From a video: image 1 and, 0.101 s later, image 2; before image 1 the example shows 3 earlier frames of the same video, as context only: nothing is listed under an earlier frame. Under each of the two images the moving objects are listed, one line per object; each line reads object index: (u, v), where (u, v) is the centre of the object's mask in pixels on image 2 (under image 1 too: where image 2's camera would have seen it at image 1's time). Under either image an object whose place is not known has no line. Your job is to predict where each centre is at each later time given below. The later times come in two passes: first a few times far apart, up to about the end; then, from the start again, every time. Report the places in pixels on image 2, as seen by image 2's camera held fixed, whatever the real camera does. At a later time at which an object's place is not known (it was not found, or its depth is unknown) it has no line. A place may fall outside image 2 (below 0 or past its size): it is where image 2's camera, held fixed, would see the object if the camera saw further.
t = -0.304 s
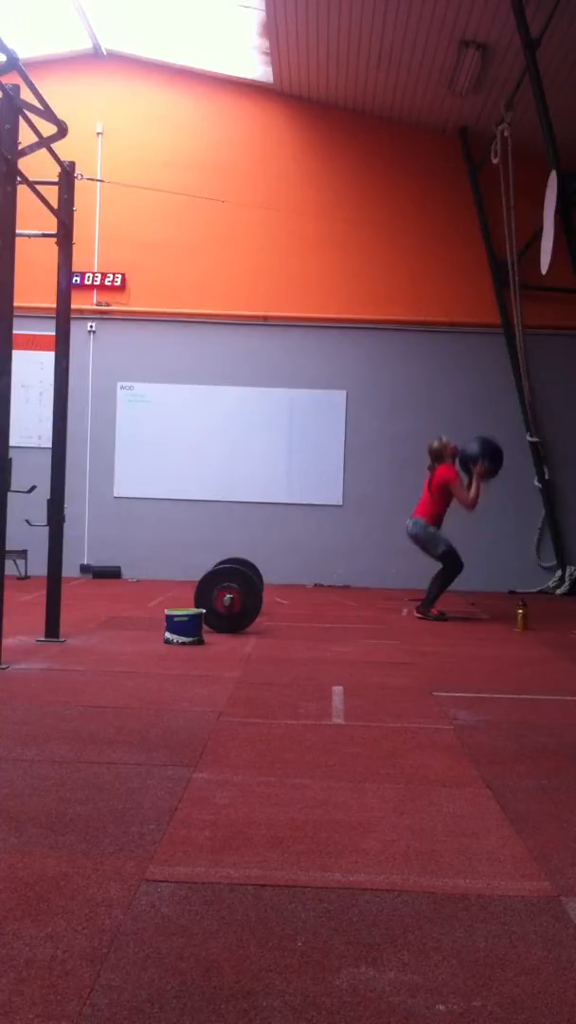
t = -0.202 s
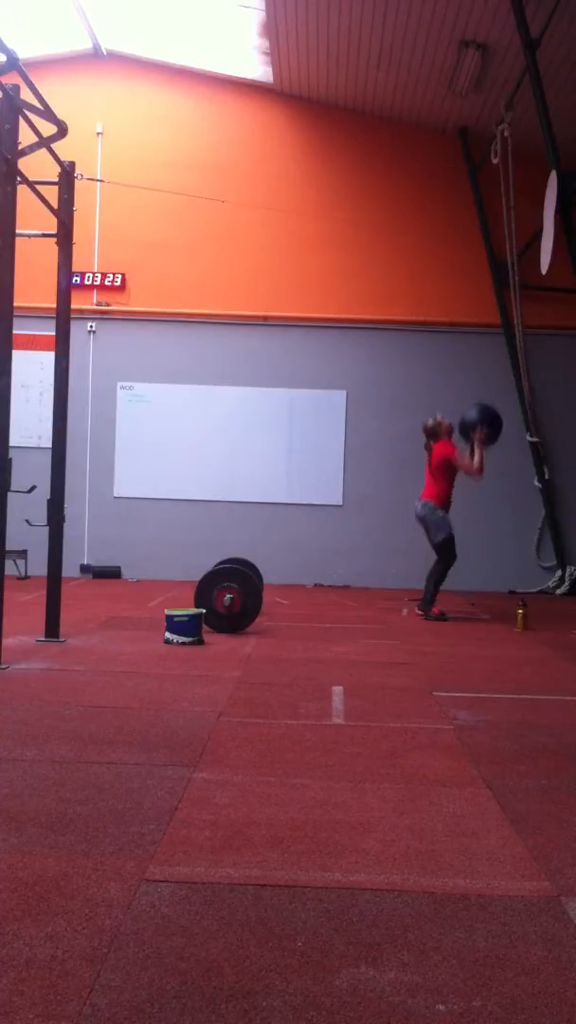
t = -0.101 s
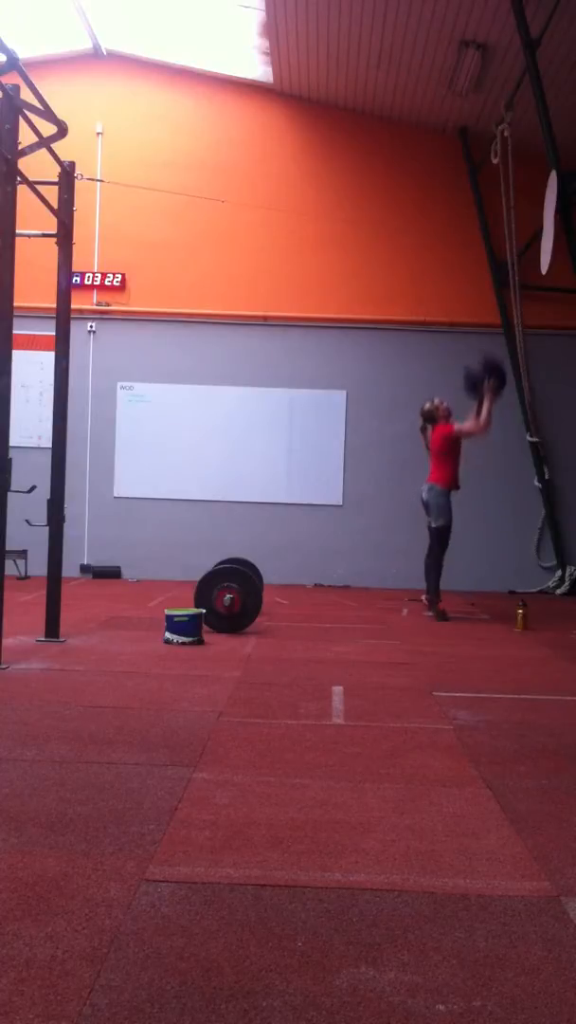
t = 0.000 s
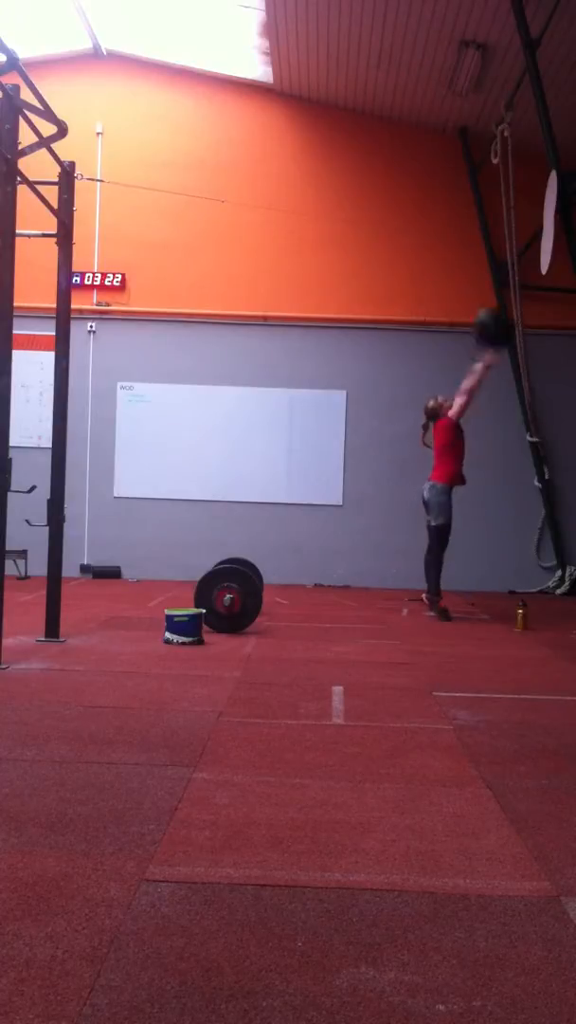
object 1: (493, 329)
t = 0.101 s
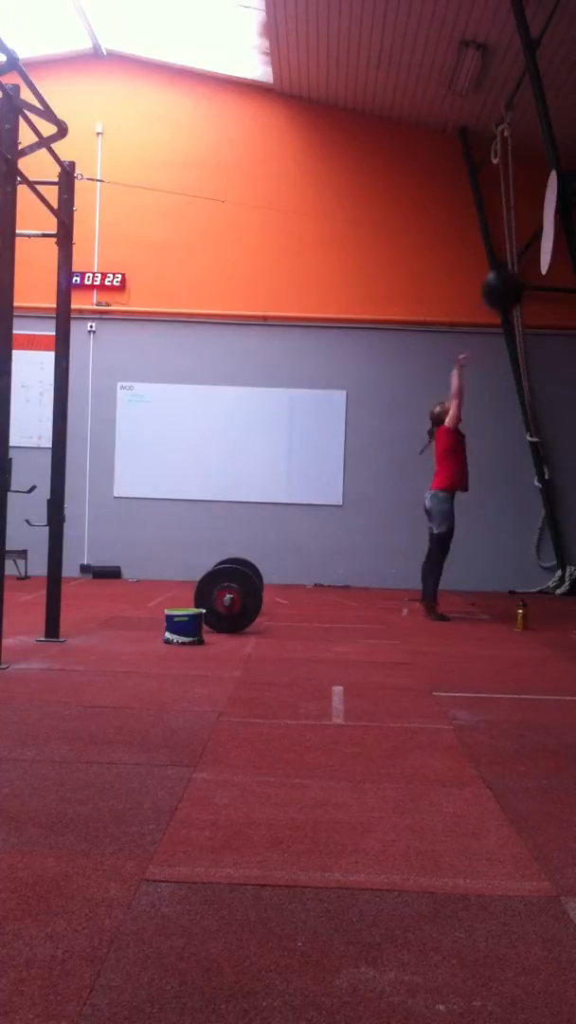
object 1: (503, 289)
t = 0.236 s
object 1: (511, 261)
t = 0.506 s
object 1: (522, 264)
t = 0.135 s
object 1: (504, 279)
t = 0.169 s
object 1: (506, 273)
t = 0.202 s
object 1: (508, 266)
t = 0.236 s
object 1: (511, 261)
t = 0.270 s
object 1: (511, 260)
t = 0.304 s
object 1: (514, 255)
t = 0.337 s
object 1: (516, 253)
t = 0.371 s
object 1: (520, 252)
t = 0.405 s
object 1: (524, 252)
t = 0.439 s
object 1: (525, 254)
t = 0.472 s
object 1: (524, 258)
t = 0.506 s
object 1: (522, 264)
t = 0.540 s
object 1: (520, 270)
